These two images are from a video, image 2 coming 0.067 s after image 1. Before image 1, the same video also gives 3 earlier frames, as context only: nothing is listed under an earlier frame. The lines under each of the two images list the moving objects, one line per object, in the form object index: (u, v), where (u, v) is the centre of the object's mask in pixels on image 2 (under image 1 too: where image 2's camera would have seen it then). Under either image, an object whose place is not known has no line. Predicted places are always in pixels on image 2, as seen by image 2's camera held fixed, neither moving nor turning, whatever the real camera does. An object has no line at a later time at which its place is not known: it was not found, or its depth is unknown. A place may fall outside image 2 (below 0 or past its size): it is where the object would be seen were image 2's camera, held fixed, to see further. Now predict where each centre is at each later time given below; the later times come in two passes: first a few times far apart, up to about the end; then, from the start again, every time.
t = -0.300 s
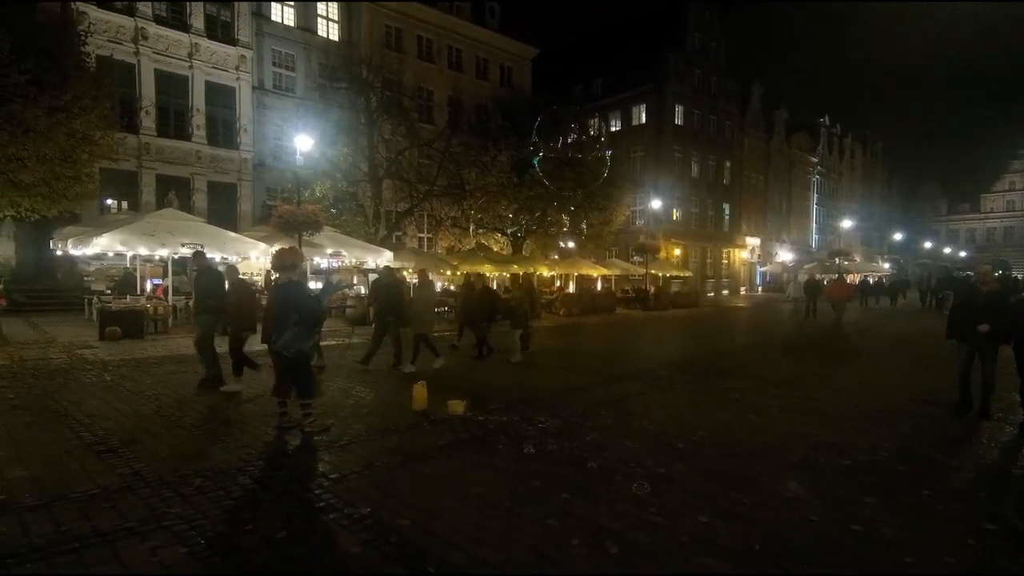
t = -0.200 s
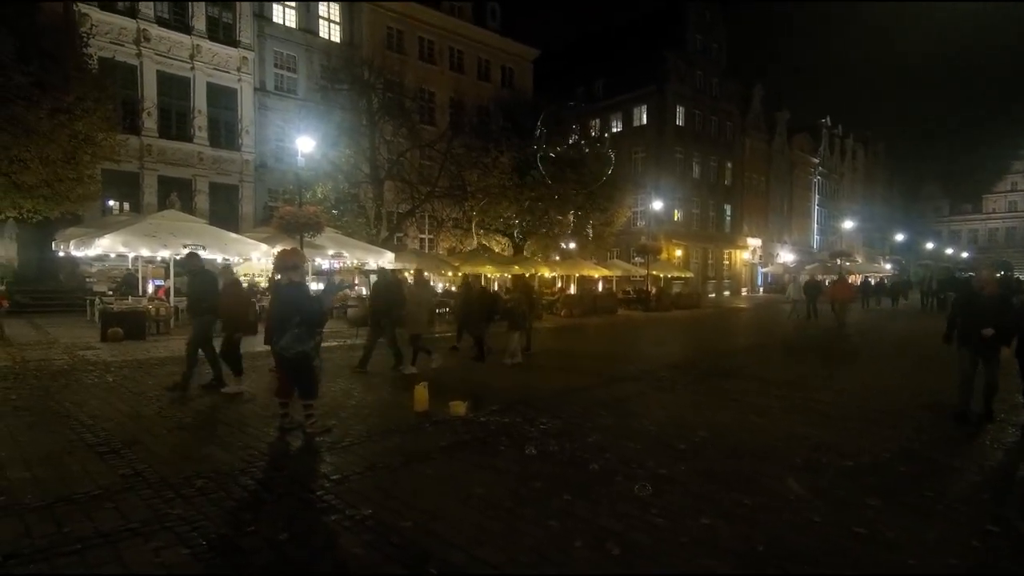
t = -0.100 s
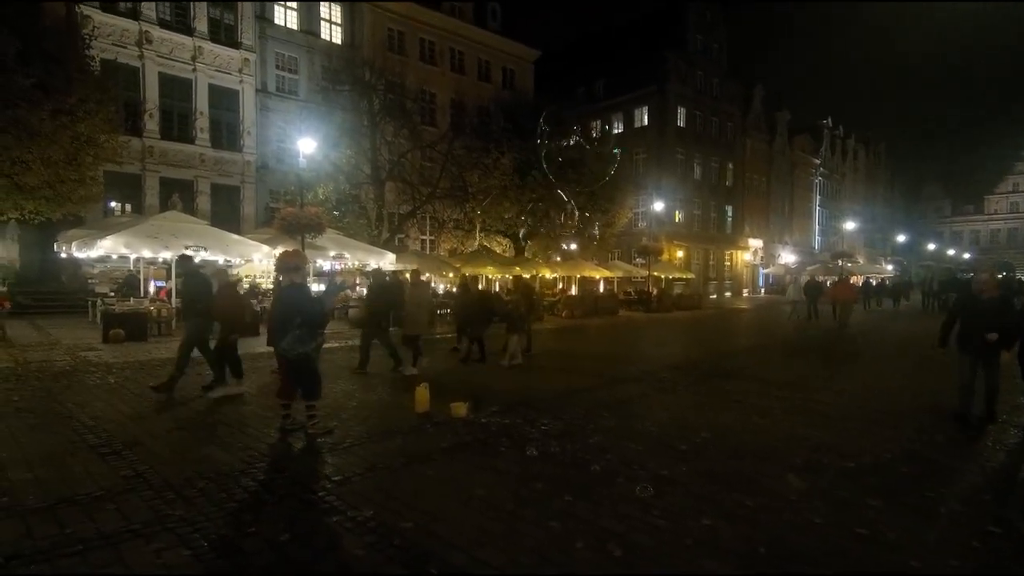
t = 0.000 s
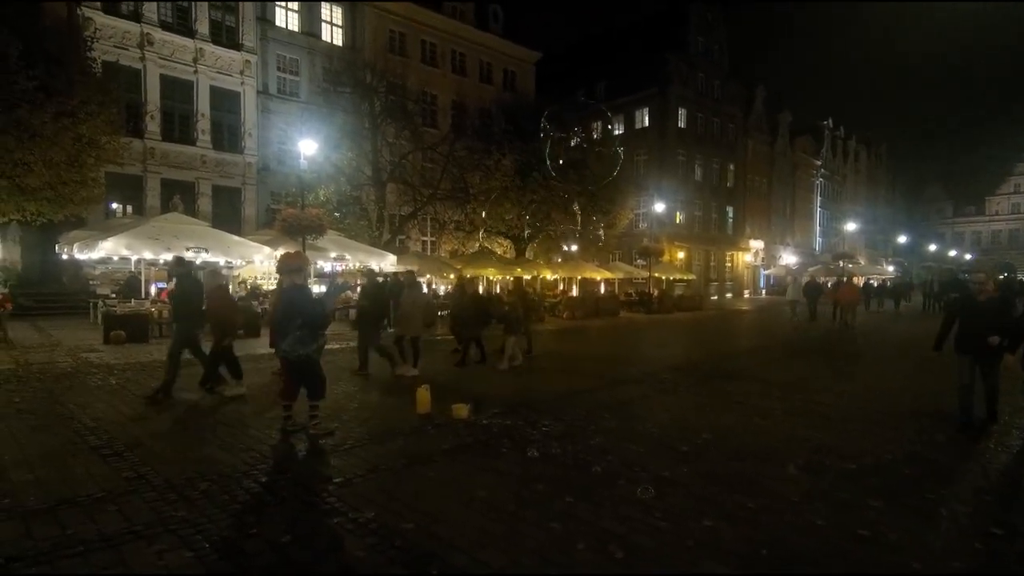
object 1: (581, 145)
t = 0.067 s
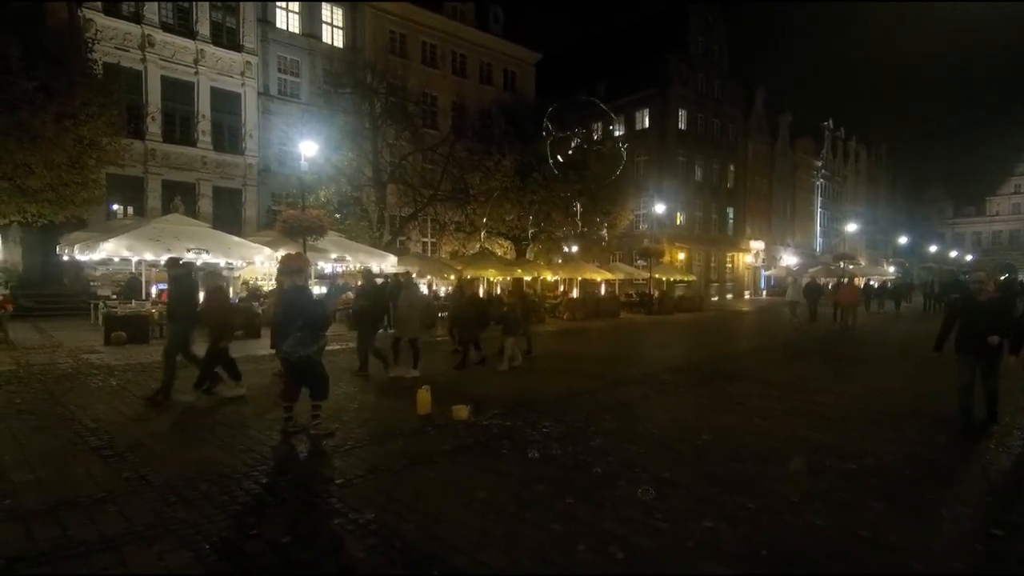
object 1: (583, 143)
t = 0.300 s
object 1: (591, 140)
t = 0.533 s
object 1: (595, 126)
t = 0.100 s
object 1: (585, 142)
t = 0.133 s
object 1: (586, 140)
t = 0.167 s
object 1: (587, 139)
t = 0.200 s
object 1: (588, 139)
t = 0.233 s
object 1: (589, 141)
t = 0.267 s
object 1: (591, 139)
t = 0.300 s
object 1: (591, 140)
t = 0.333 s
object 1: (592, 138)
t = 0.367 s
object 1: (593, 133)
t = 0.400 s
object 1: (592, 131)
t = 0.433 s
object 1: (592, 129)
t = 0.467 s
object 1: (593, 128)
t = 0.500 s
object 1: (594, 128)
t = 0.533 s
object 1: (595, 126)
